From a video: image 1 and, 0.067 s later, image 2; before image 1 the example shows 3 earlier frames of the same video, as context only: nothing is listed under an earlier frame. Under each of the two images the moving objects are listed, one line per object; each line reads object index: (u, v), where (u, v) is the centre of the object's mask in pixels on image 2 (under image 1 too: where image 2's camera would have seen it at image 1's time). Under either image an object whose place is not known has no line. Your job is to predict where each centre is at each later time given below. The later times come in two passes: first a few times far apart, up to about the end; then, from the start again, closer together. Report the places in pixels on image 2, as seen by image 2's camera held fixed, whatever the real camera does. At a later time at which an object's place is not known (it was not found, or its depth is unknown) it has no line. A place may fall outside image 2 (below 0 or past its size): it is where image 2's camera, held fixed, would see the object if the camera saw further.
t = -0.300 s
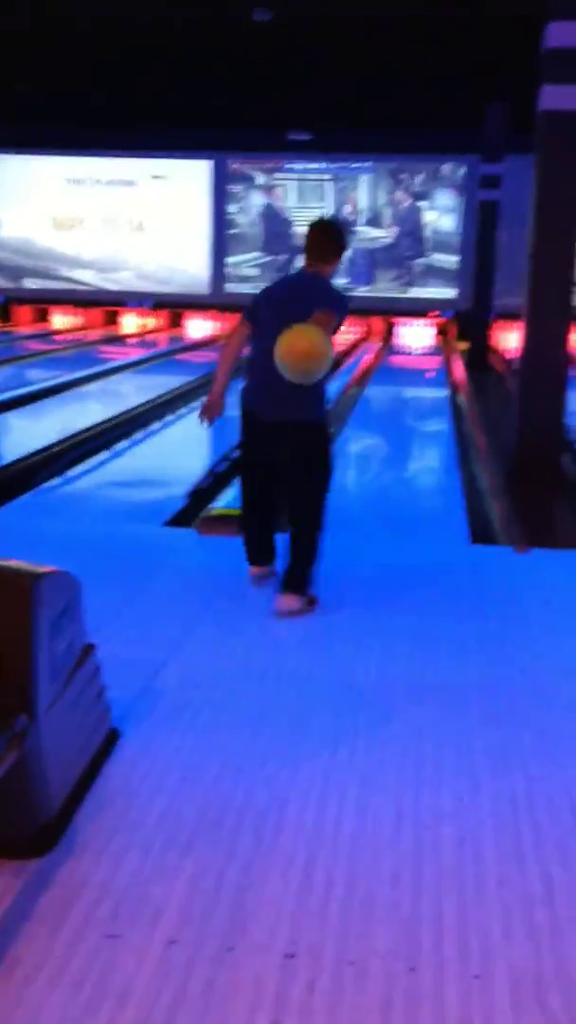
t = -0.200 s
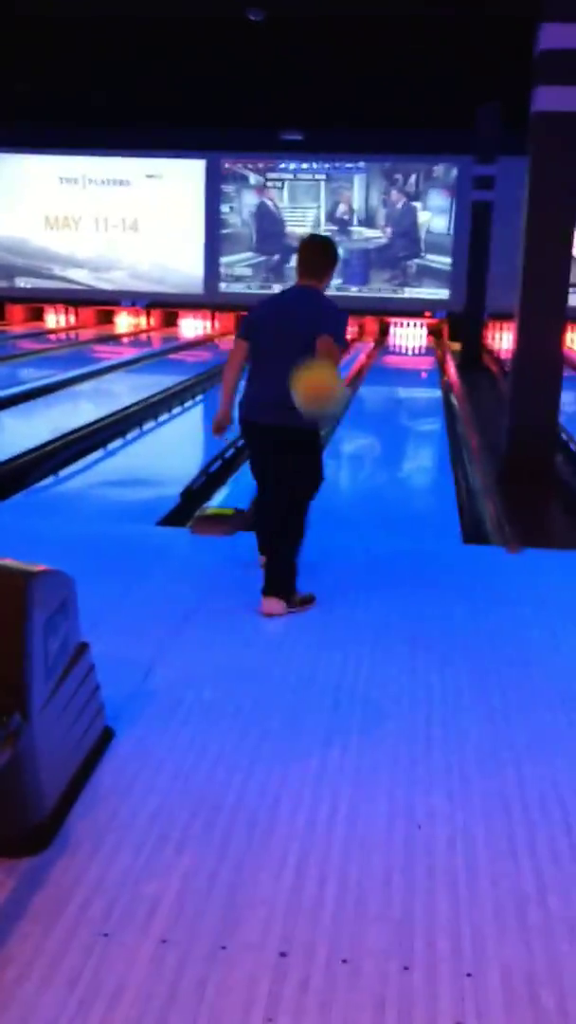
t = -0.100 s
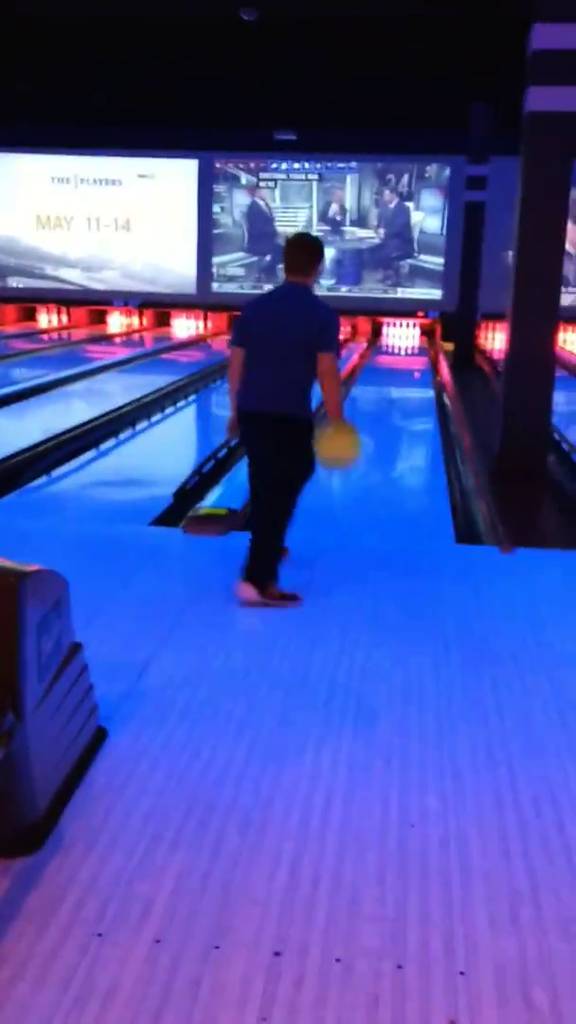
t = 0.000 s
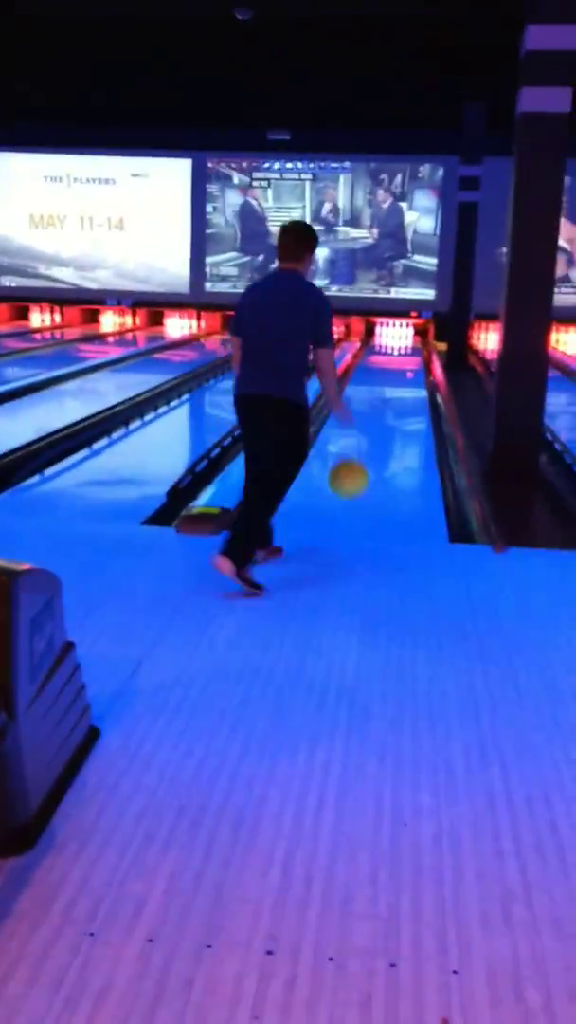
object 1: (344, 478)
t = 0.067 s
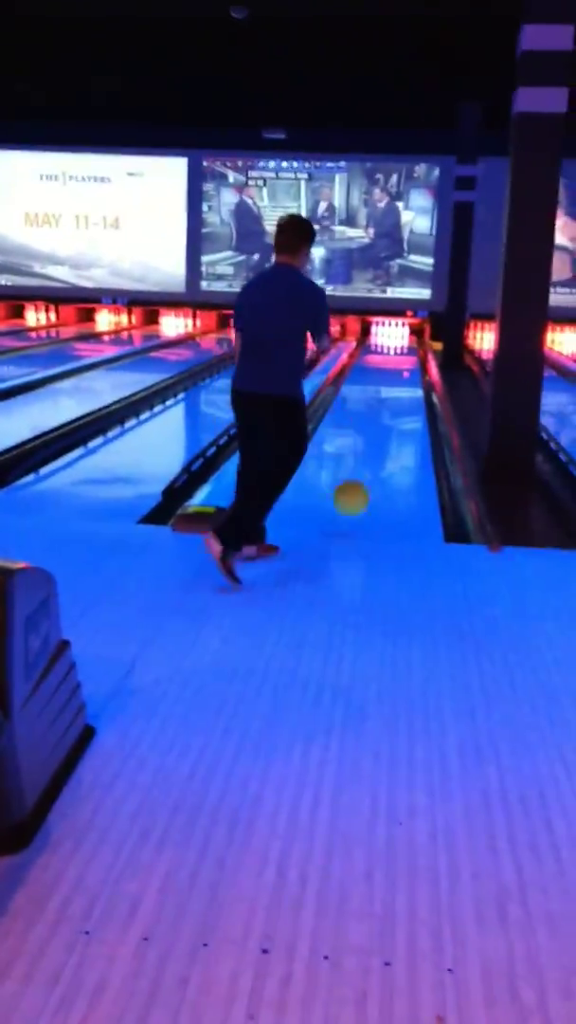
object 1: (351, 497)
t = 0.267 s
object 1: (368, 465)
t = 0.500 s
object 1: (381, 435)
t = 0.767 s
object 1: (391, 406)
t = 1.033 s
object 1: (398, 387)
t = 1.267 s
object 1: (400, 378)
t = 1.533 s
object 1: (402, 366)
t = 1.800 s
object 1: (403, 357)
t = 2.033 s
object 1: (405, 351)
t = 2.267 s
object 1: (406, 346)
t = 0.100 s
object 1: (354, 506)
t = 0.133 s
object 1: (356, 497)
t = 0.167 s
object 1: (360, 485)
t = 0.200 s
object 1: (362, 476)
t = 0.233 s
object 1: (365, 469)
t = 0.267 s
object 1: (368, 465)
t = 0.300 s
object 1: (369, 462)
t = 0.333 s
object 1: (373, 459)
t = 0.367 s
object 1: (374, 453)
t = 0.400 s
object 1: (376, 448)
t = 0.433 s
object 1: (377, 443)
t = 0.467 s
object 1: (379, 440)
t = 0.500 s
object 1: (381, 435)
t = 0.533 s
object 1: (383, 431)
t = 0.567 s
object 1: (384, 427)
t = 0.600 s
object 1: (385, 423)
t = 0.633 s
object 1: (387, 419)
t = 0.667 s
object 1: (388, 416)
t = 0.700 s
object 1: (389, 413)
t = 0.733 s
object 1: (390, 410)
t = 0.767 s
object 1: (391, 406)
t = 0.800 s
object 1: (393, 404)
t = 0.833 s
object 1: (393, 401)
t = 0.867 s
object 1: (394, 399)
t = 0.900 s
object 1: (396, 396)
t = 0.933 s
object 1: (397, 393)
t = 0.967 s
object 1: (397, 392)
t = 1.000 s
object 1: (398, 390)
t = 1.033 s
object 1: (398, 387)
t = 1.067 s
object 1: (399, 385)
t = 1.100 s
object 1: (399, 385)
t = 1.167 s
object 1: (400, 382)
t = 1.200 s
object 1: (400, 380)
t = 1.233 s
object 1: (400, 379)
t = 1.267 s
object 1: (400, 378)
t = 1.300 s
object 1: (400, 376)
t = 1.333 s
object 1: (401, 375)
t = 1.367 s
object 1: (401, 372)
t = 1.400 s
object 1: (402, 370)
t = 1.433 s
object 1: (401, 370)
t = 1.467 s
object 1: (401, 369)
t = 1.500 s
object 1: (402, 367)
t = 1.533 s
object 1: (402, 366)
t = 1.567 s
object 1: (403, 365)
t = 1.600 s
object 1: (403, 364)
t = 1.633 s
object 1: (402, 363)
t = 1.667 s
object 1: (403, 363)
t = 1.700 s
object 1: (402, 361)
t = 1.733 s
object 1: (403, 360)
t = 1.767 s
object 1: (403, 358)
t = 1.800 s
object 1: (403, 357)
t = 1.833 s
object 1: (403, 357)
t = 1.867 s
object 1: (403, 355)
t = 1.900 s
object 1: (404, 355)
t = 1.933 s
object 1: (404, 354)
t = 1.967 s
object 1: (405, 353)
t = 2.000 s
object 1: (405, 352)
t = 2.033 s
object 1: (405, 351)
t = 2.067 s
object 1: (405, 351)
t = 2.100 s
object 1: (405, 350)
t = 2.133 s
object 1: (405, 350)
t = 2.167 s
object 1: (405, 348)
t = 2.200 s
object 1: (406, 348)
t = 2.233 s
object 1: (405, 347)
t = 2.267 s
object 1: (406, 346)
